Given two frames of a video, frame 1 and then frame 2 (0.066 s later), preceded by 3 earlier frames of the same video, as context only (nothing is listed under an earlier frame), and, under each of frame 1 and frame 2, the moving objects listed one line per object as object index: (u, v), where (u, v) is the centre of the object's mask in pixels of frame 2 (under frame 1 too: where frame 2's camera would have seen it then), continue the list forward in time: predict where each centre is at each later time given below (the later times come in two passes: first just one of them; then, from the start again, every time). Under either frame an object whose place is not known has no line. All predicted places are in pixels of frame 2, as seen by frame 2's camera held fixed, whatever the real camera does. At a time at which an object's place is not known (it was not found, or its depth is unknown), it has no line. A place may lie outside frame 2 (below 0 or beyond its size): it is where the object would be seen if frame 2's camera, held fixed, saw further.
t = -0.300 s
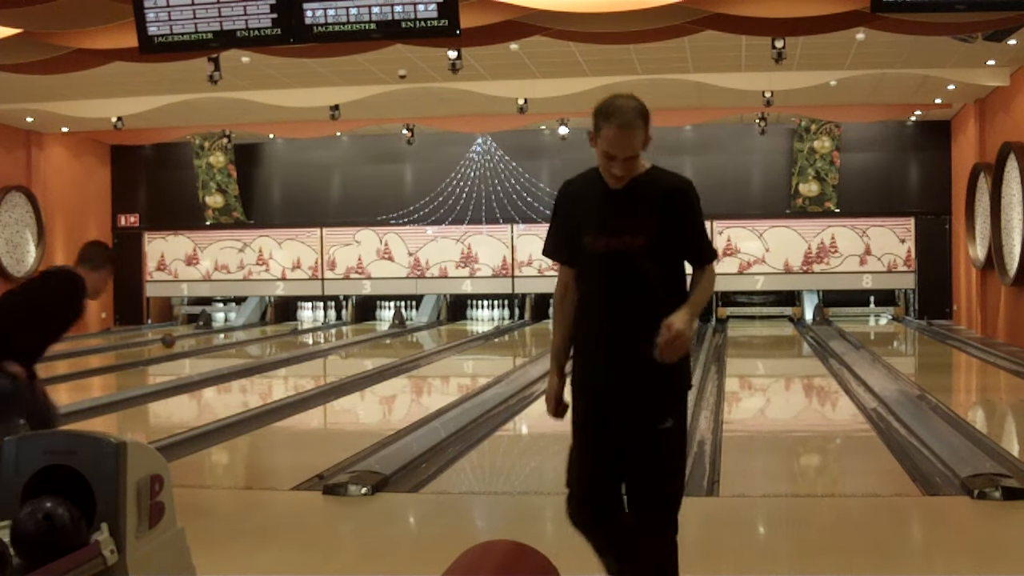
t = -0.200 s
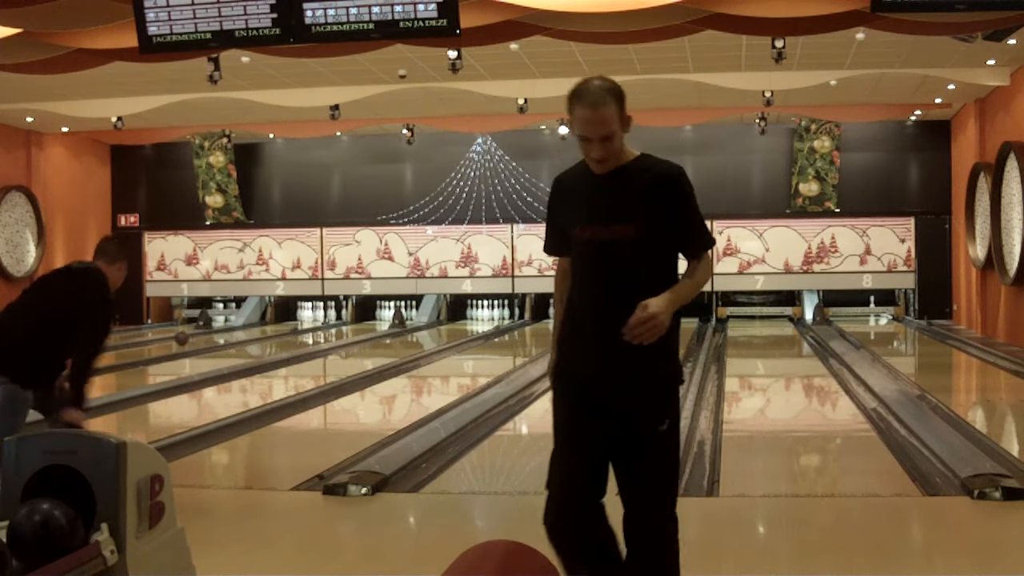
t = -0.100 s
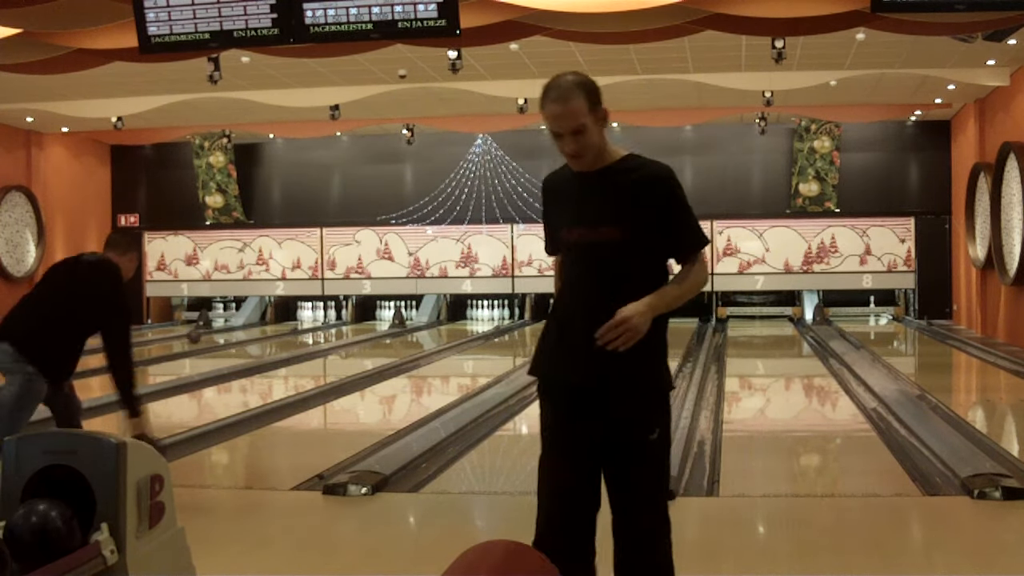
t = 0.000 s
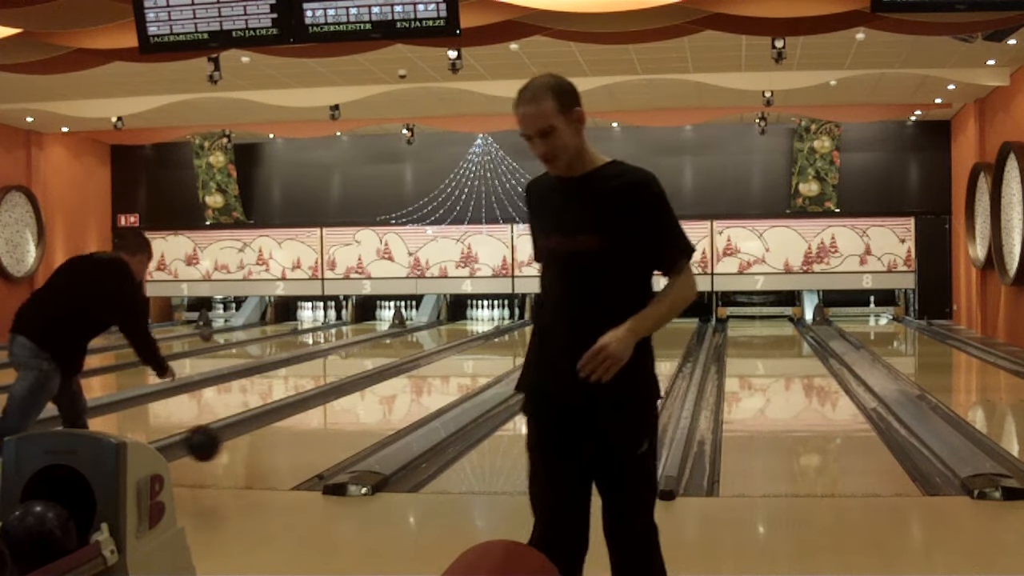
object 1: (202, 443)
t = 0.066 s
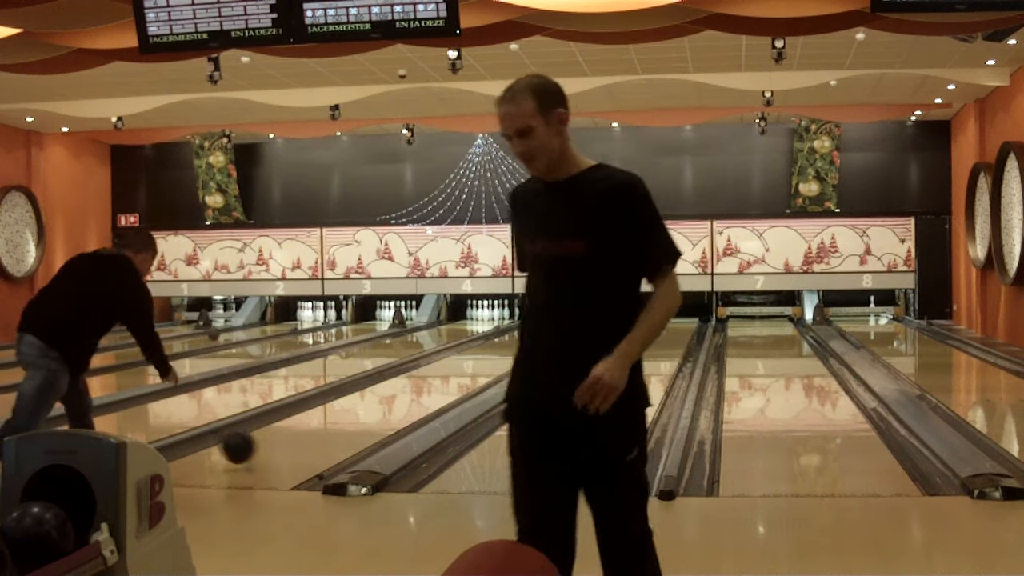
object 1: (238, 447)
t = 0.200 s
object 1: (293, 429)
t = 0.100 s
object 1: (253, 446)
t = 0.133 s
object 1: (267, 438)
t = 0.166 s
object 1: (281, 433)
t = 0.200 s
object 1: (293, 429)
